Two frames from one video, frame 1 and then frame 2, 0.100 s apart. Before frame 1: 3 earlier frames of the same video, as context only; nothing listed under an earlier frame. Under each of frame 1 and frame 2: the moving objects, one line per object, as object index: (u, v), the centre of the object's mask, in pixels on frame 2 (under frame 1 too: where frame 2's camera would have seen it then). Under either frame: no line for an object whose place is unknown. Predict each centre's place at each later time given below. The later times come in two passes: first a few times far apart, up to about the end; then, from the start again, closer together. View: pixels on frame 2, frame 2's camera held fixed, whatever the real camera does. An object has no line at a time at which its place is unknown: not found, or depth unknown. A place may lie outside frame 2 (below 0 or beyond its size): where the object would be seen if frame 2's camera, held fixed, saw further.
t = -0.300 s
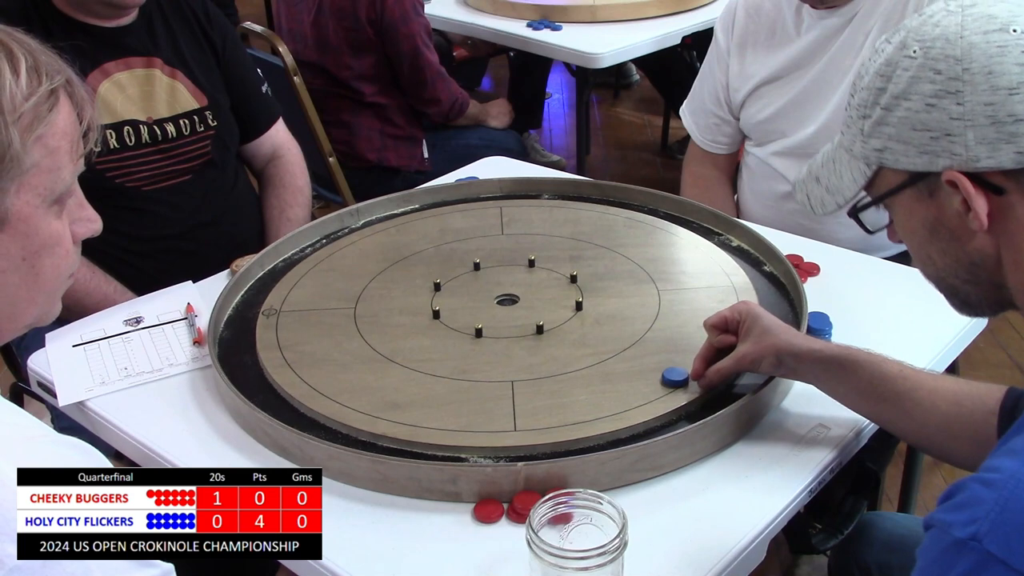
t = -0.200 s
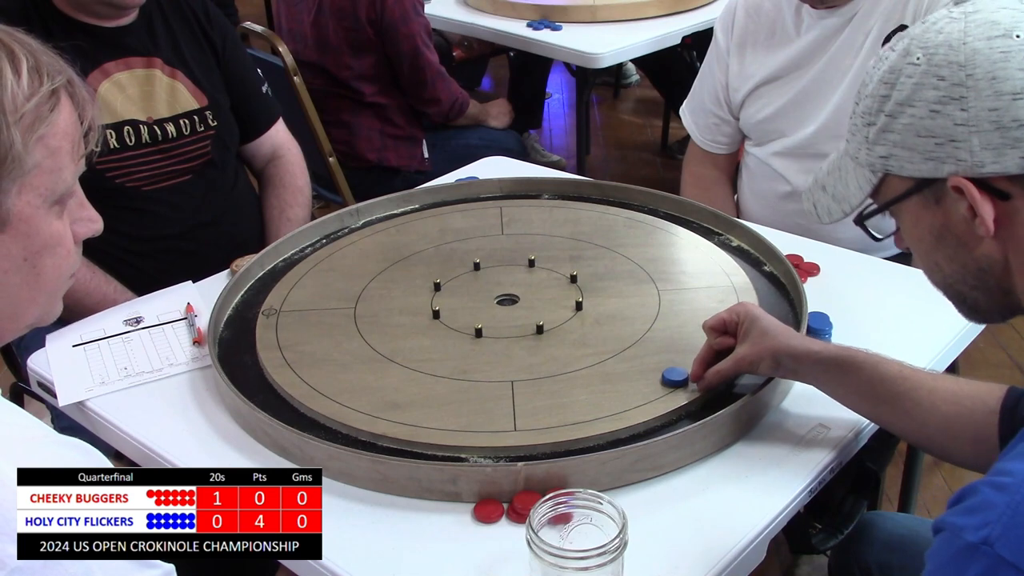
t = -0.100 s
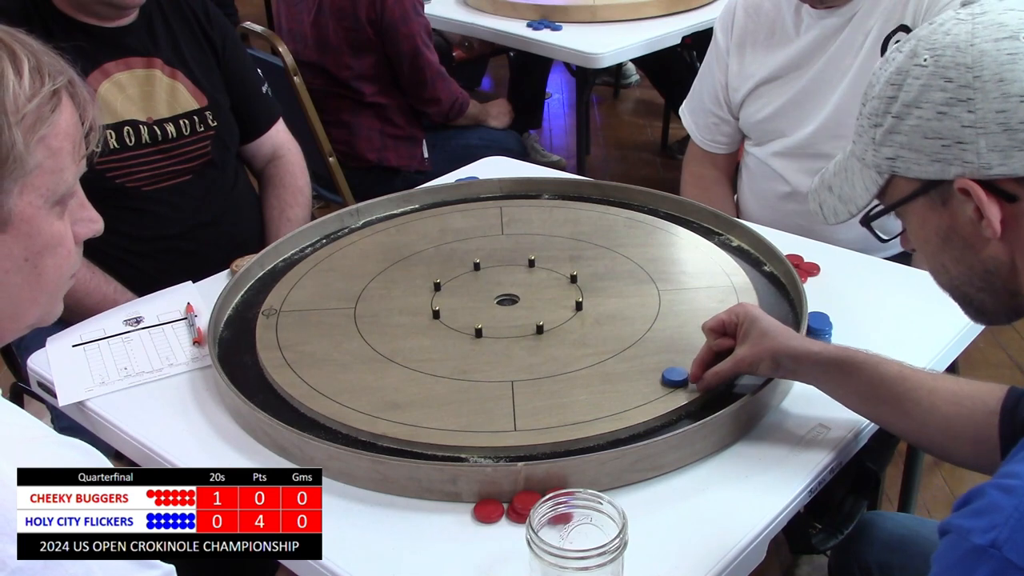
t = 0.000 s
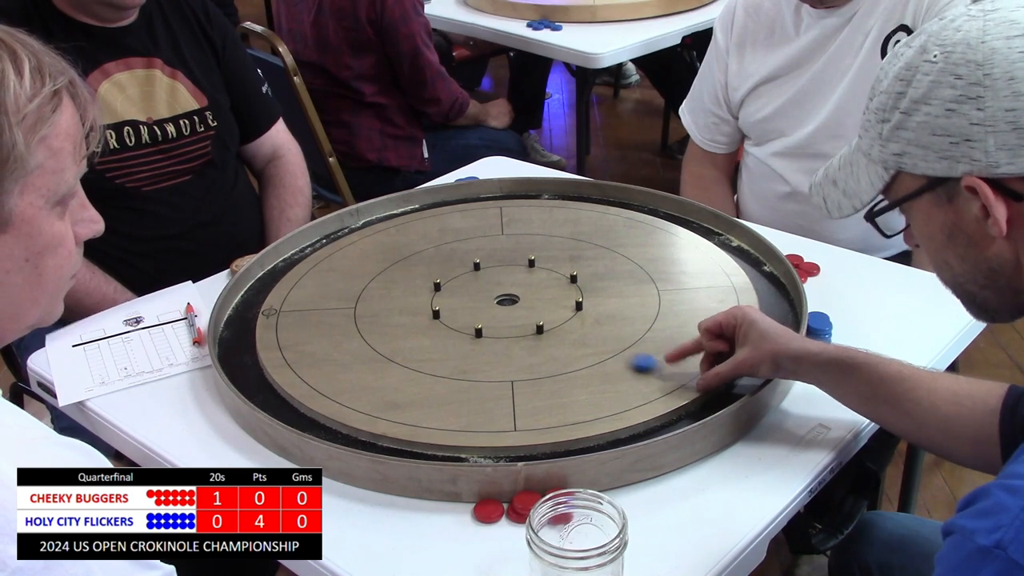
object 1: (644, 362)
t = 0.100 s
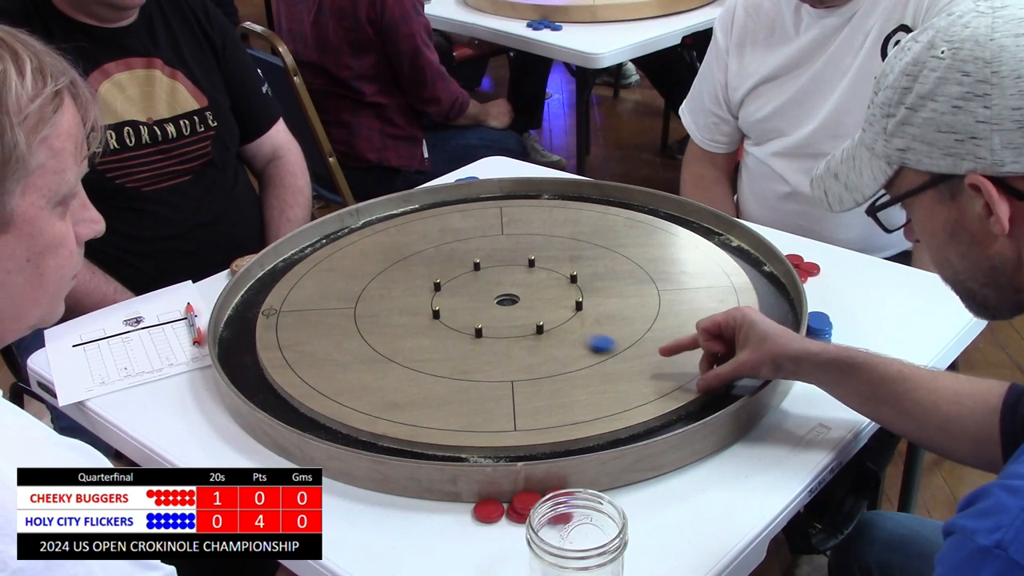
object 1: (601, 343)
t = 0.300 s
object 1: (535, 314)
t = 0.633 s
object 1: (490, 294)
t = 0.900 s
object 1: (490, 294)
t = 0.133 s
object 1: (589, 338)
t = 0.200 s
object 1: (565, 327)
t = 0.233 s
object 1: (555, 323)
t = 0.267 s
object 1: (545, 317)
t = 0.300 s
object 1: (535, 314)
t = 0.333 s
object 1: (527, 311)
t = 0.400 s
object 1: (512, 304)
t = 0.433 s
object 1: (506, 302)
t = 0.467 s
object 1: (501, 300)
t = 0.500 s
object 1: (497, 298)
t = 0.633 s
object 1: (490, 294)
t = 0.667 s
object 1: (490, 294)
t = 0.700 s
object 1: (490, 294)
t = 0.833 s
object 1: (490, 294)
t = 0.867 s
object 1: (490, 294)
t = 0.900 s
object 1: (490, 294)
